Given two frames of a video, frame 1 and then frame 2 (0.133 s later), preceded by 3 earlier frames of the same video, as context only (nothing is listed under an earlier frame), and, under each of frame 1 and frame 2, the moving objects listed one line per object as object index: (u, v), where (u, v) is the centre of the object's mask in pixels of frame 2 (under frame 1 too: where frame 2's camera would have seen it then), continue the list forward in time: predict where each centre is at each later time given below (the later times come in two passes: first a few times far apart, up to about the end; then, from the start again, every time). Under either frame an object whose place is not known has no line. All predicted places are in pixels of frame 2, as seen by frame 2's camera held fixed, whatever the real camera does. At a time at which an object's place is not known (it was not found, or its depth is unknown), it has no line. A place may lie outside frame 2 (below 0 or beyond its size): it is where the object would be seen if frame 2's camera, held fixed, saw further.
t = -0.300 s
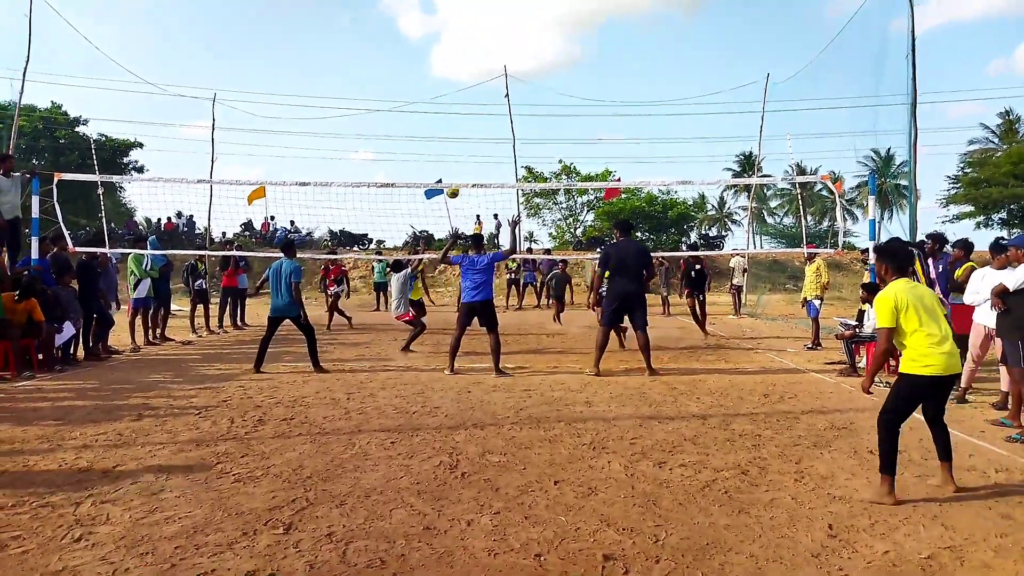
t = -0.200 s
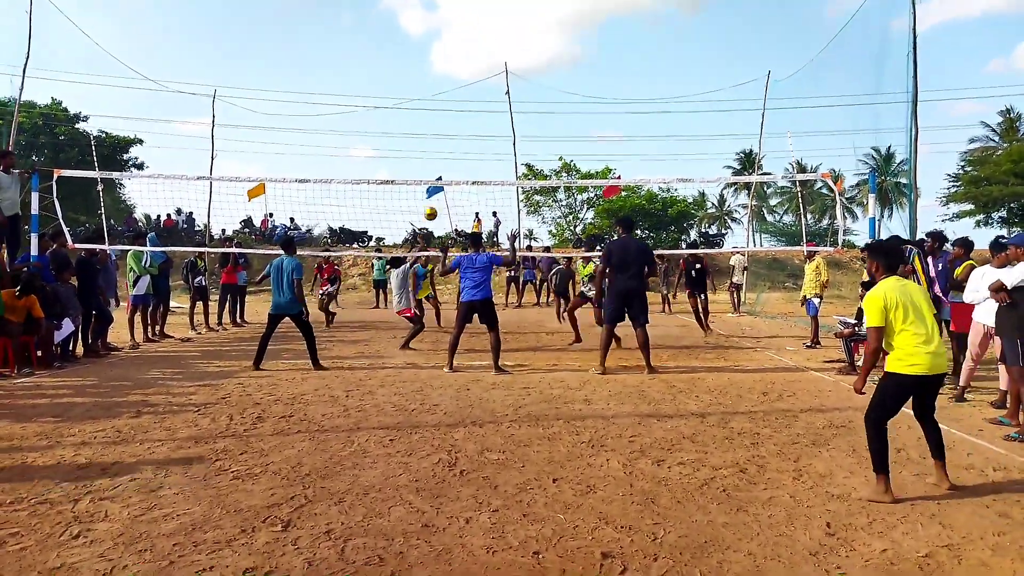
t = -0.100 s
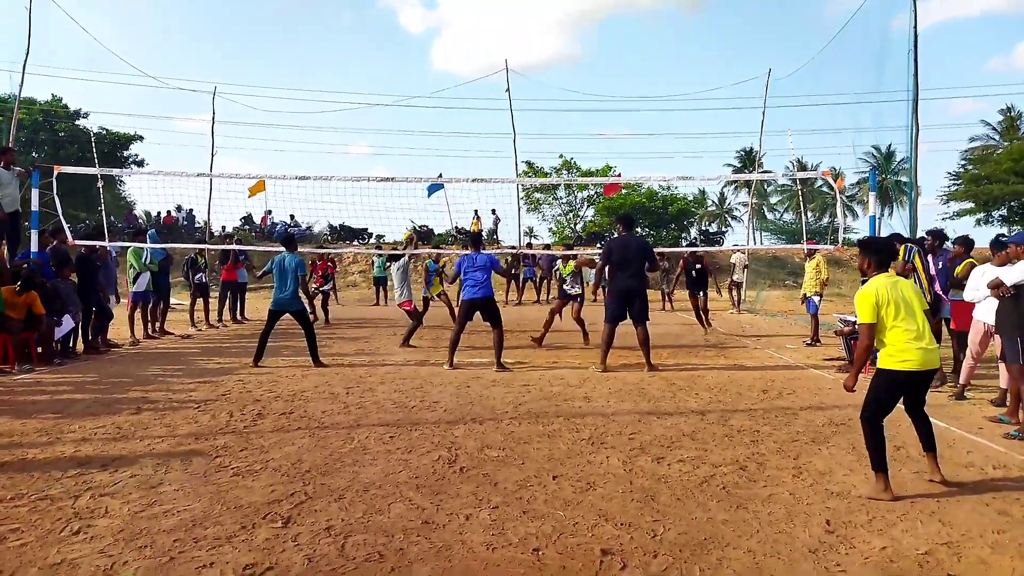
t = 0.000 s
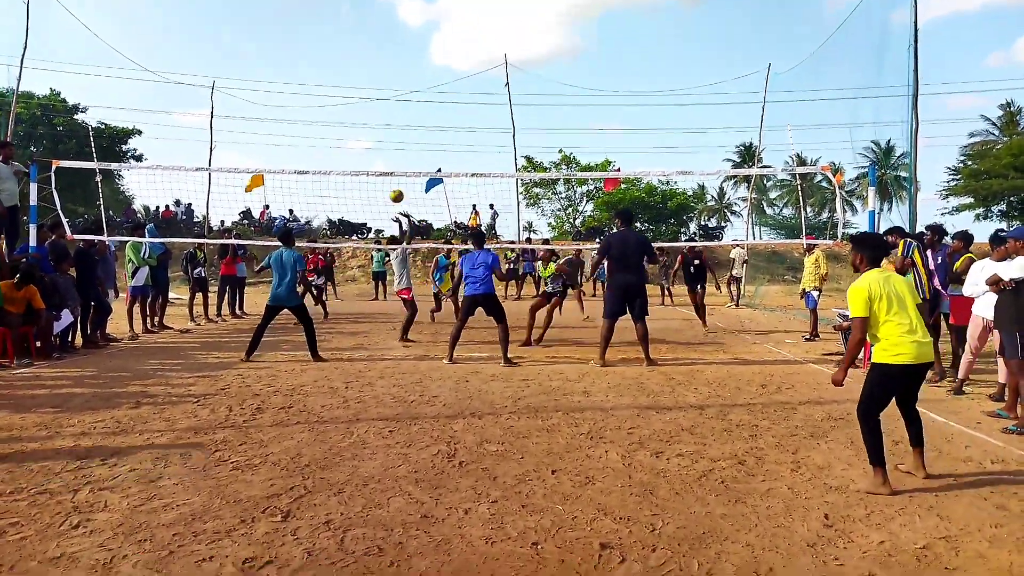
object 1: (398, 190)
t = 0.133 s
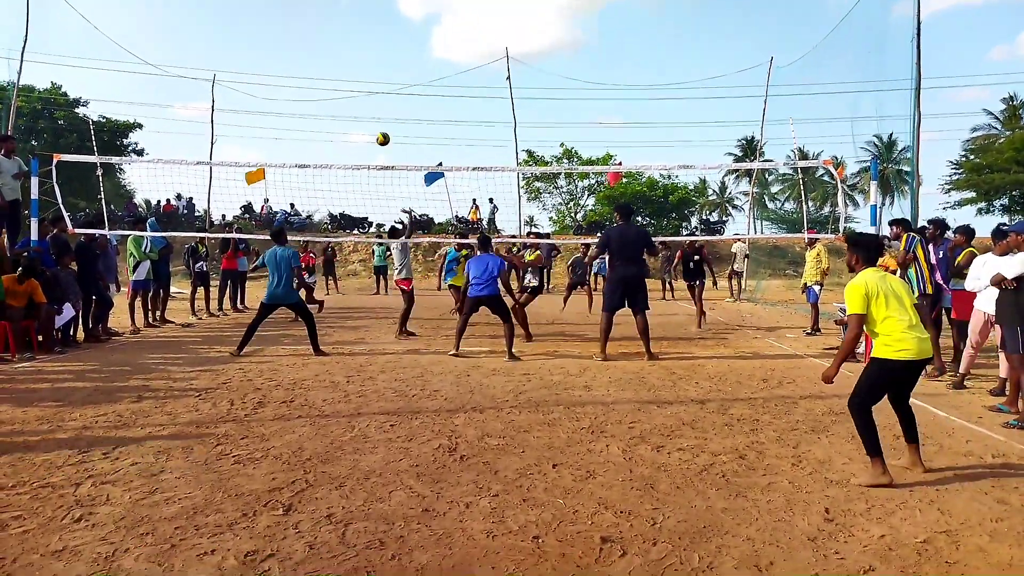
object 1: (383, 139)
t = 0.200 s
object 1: (375, 118)
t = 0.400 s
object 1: (352, 73)
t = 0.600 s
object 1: (326, 56)
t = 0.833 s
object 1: (296, 70)
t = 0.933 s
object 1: (283, 87)
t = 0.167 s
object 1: (379, 128)
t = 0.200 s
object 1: (375, 118)
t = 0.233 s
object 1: (371, 109)
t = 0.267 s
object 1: (367, 100)
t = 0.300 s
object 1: (363, 92)
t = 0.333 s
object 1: (359, 85)
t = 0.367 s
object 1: (356, 79)
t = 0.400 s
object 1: (352, 73)
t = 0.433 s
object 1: (348, 68)
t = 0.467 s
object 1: (344, 64)
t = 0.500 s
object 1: (339, 61)
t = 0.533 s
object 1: (335, 59)
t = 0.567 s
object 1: (331, 57)
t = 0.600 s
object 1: (326, 56)
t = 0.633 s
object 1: (322, 55)
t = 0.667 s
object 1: (318, 56)
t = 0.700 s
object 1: (313, 57)
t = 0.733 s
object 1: (309, 59)
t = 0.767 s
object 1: (305, 62)
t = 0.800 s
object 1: (301, 66)
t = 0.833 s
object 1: (296, 70)
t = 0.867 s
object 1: (292, 74)
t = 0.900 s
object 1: (287, 81)
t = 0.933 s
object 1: (283, 87)
